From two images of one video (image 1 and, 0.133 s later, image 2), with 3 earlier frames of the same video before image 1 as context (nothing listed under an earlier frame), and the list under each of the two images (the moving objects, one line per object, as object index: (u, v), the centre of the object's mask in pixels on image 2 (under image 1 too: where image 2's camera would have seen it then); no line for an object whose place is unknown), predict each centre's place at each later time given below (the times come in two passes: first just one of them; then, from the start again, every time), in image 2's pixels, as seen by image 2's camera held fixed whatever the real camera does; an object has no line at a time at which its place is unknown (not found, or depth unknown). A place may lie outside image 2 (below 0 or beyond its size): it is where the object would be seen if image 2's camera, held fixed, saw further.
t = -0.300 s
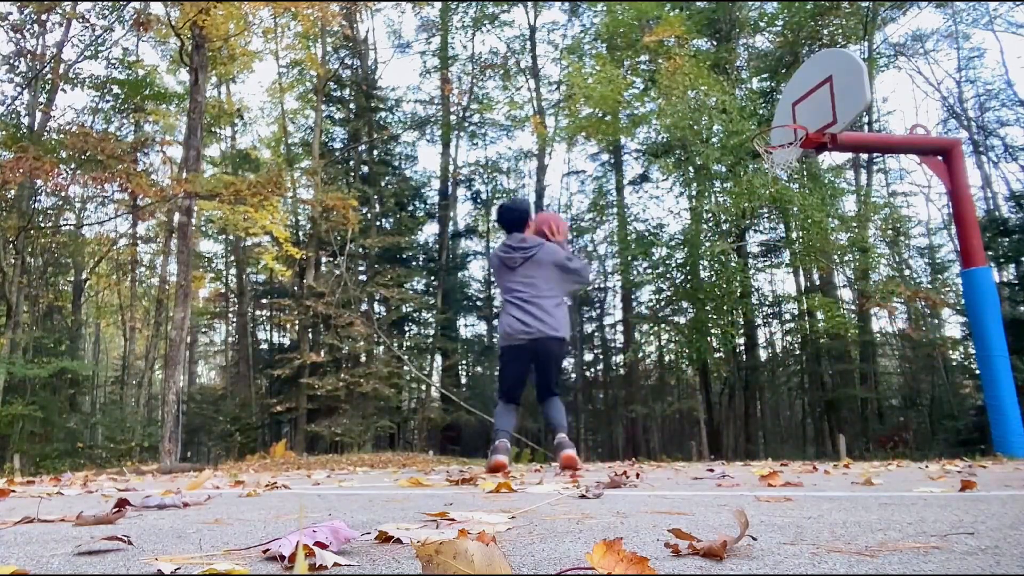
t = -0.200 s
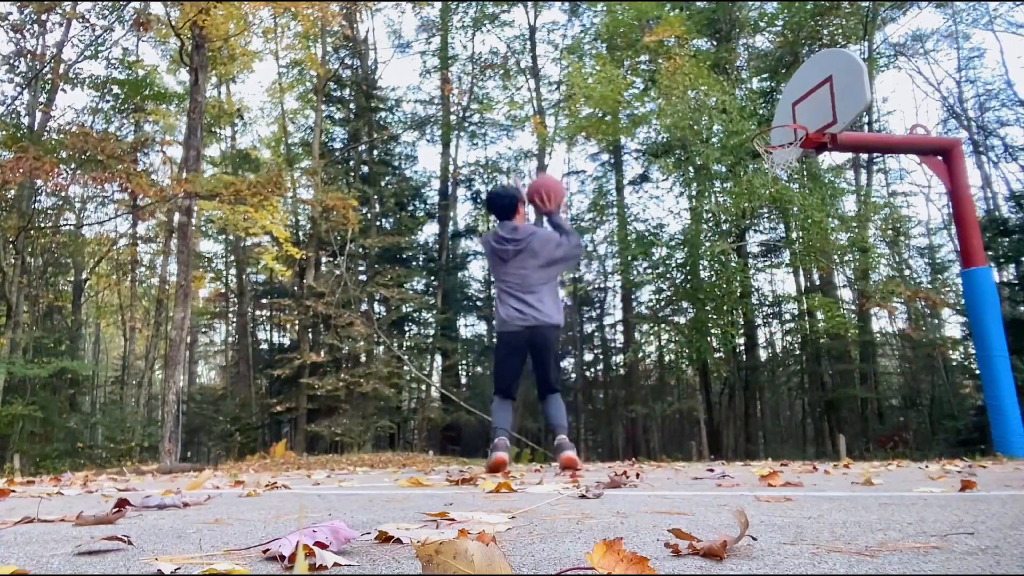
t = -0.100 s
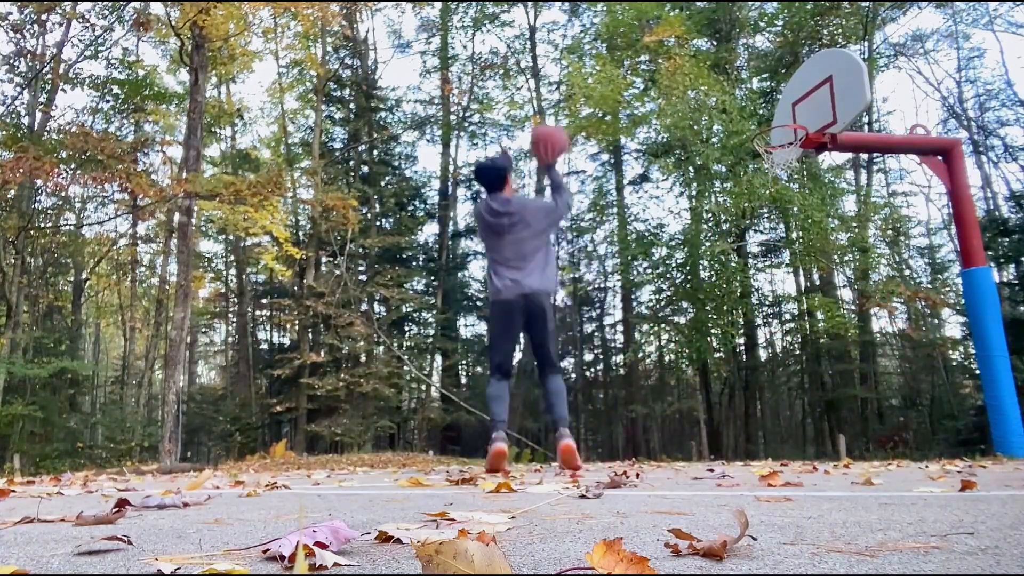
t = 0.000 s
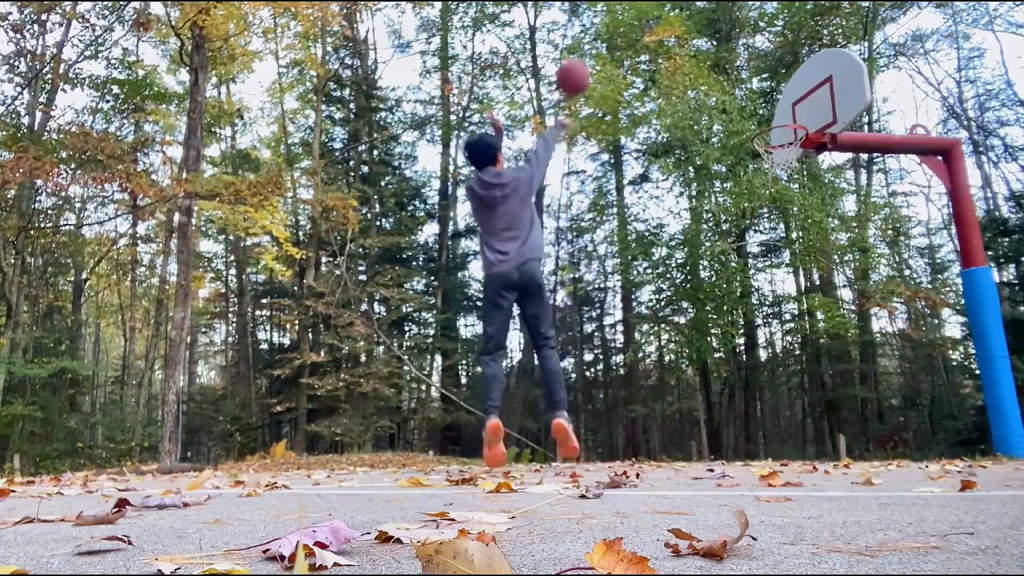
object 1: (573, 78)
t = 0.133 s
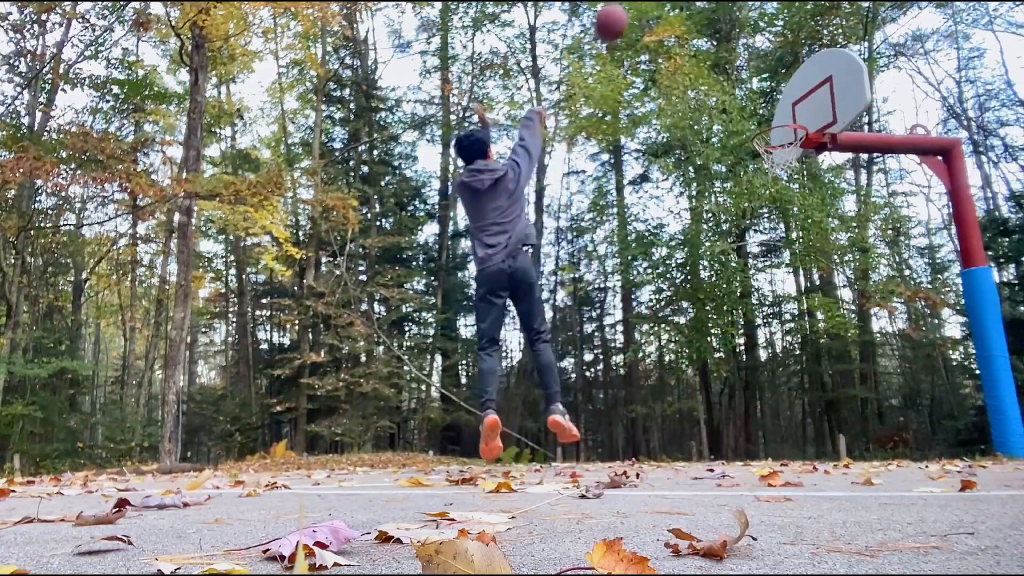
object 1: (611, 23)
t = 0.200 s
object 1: (627, 12)
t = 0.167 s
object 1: (619, 16)
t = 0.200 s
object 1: (627, 12)
